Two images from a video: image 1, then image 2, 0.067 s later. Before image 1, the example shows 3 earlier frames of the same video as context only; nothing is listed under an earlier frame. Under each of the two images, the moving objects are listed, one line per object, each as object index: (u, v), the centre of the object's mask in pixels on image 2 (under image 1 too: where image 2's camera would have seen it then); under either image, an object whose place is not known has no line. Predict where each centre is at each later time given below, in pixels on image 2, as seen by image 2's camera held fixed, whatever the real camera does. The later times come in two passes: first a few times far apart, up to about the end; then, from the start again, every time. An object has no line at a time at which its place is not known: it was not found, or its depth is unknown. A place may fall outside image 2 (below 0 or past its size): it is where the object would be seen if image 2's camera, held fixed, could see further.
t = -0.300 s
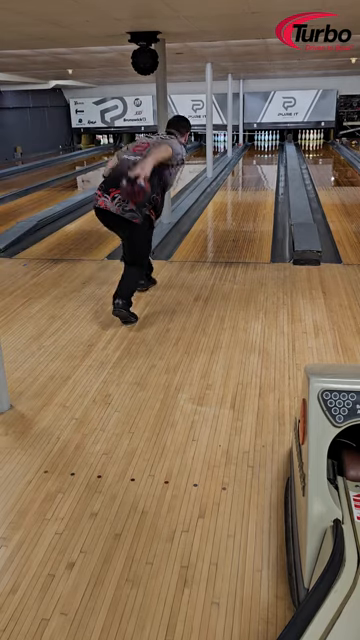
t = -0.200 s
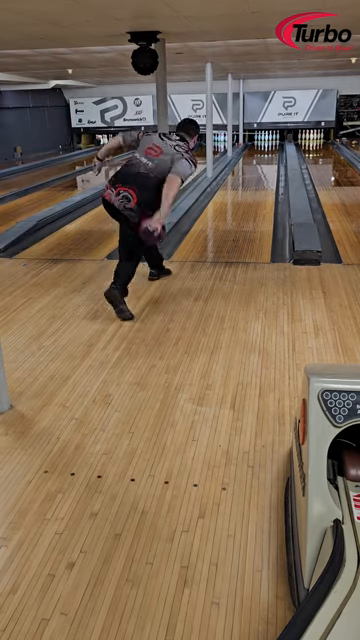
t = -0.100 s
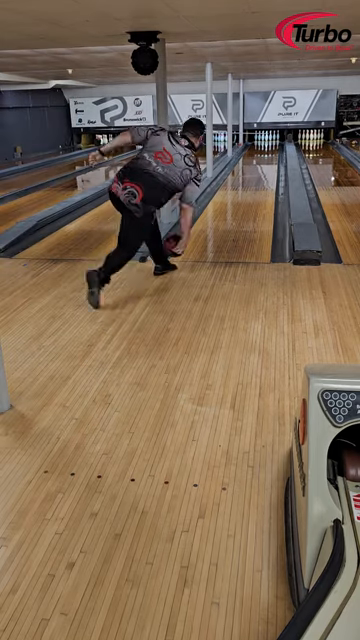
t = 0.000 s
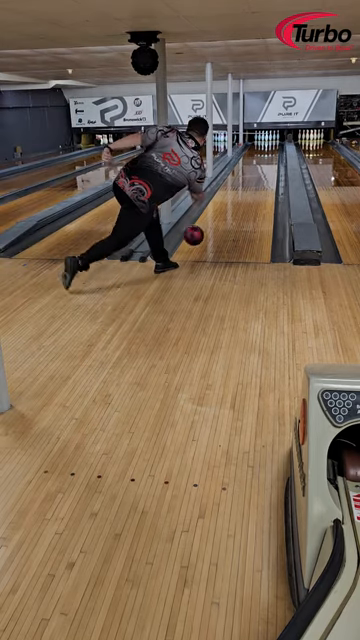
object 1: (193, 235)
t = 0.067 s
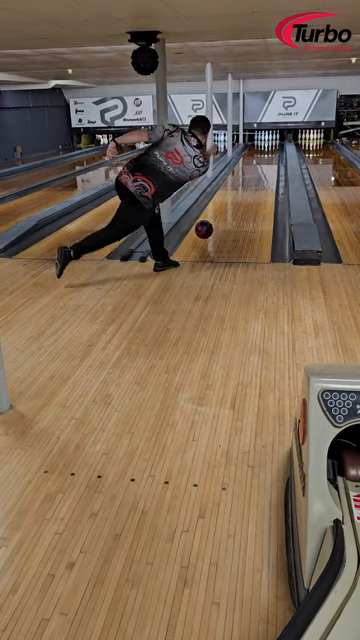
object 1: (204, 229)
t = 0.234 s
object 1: (223, 212)
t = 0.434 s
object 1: (239, 194)
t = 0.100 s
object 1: (208, 228)
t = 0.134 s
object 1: (212, 225)
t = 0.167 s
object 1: (216, 219)
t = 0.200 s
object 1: (219, 215)
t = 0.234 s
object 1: (223, 212)
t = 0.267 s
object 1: (226, 209)
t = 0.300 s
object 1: (229, 206)
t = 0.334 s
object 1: (231, 202)
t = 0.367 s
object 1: (234, 199)
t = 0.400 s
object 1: (236, 196)
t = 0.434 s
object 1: (239, 194)
